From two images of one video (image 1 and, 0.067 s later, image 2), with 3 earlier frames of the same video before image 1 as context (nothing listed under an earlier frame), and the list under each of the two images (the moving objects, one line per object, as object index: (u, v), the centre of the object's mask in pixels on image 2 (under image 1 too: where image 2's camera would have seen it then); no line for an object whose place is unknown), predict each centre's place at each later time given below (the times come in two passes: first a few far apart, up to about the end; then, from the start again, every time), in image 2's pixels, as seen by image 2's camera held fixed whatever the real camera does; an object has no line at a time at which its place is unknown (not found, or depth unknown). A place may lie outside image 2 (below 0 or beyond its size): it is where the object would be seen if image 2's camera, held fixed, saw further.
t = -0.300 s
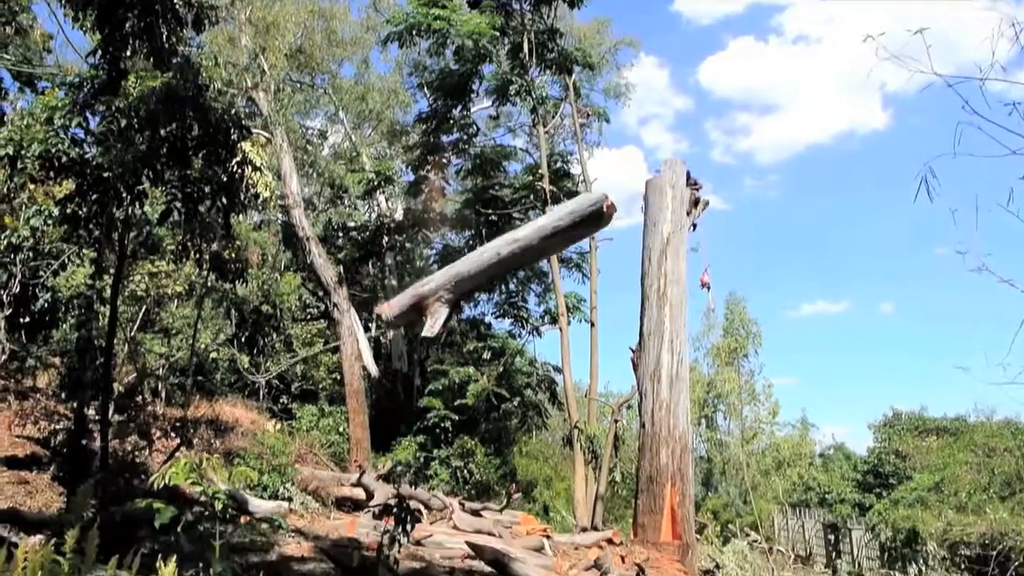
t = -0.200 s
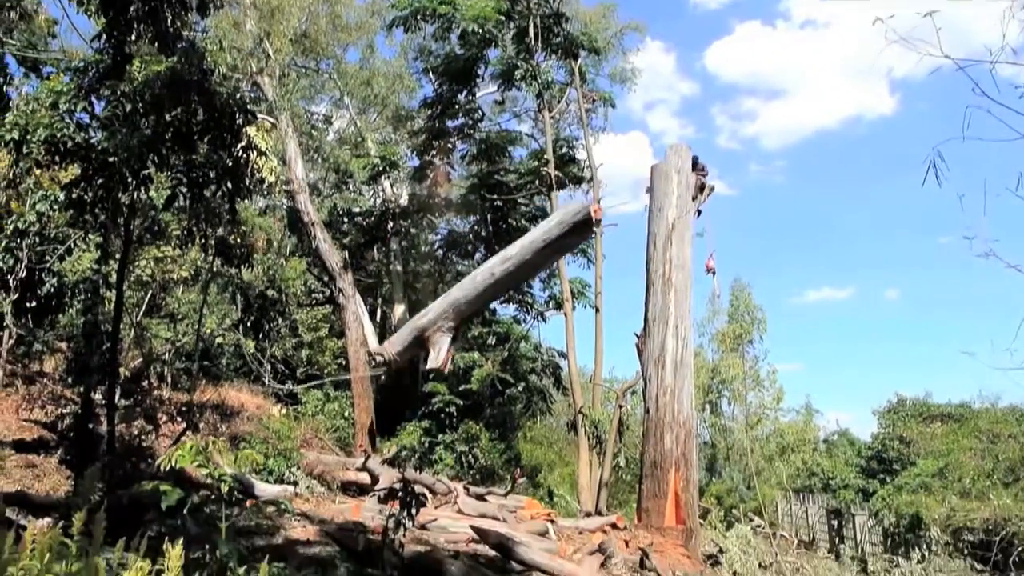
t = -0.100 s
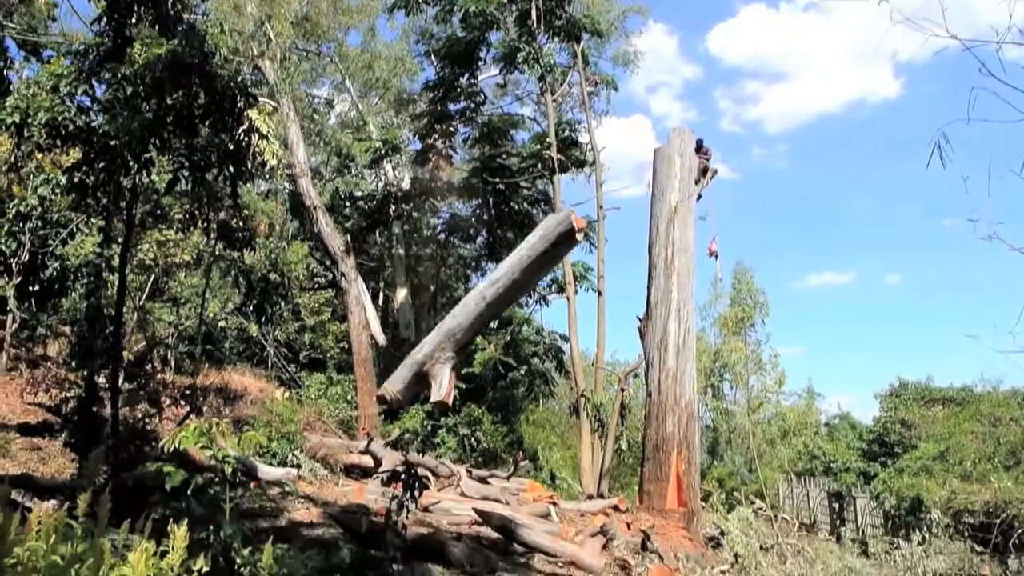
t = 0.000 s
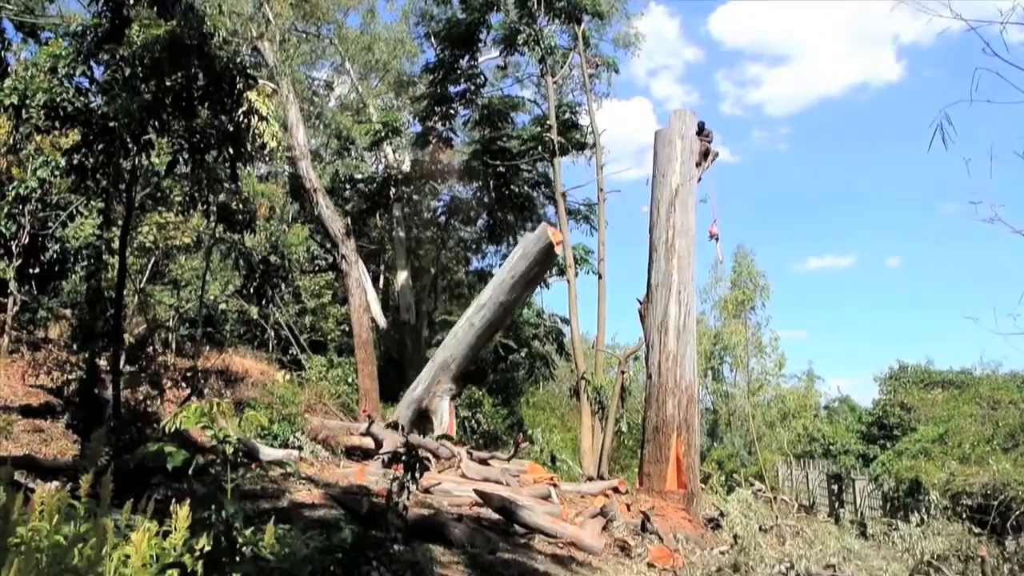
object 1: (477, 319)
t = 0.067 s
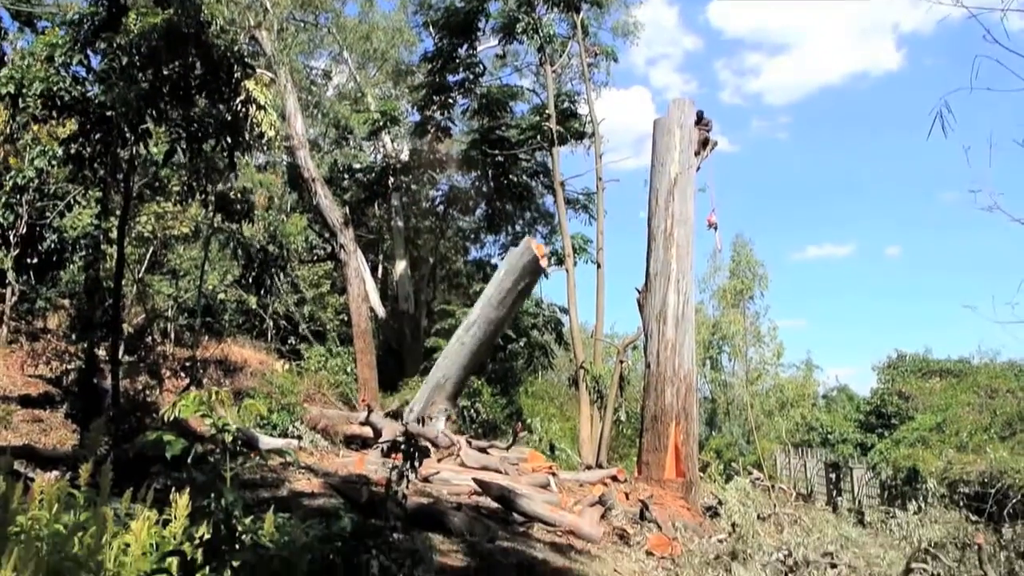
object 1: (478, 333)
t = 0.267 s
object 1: (500, 352)
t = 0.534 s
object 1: (534, 390)
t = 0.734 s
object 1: (547, 427)
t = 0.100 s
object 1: (480, 337)
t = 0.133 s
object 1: (482, 340)
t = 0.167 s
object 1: (487, 342)
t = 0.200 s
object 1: (491, 345)
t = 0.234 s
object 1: (496, 348)
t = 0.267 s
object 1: (500, 352)
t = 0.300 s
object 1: (503, 356)
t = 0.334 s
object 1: (508, 360)
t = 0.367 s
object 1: (512, 365)
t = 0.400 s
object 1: (515, 370)
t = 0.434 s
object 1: (519, 375)
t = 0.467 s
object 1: (525, 379)
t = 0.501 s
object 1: (530, 384)
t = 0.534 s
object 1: (534, 390)
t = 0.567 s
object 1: (538, 396)
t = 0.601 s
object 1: (542, 403)
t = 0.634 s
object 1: (545, 411)
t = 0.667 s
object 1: (552, 416)
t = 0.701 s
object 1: (548, 421)
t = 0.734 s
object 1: (547, 427)
